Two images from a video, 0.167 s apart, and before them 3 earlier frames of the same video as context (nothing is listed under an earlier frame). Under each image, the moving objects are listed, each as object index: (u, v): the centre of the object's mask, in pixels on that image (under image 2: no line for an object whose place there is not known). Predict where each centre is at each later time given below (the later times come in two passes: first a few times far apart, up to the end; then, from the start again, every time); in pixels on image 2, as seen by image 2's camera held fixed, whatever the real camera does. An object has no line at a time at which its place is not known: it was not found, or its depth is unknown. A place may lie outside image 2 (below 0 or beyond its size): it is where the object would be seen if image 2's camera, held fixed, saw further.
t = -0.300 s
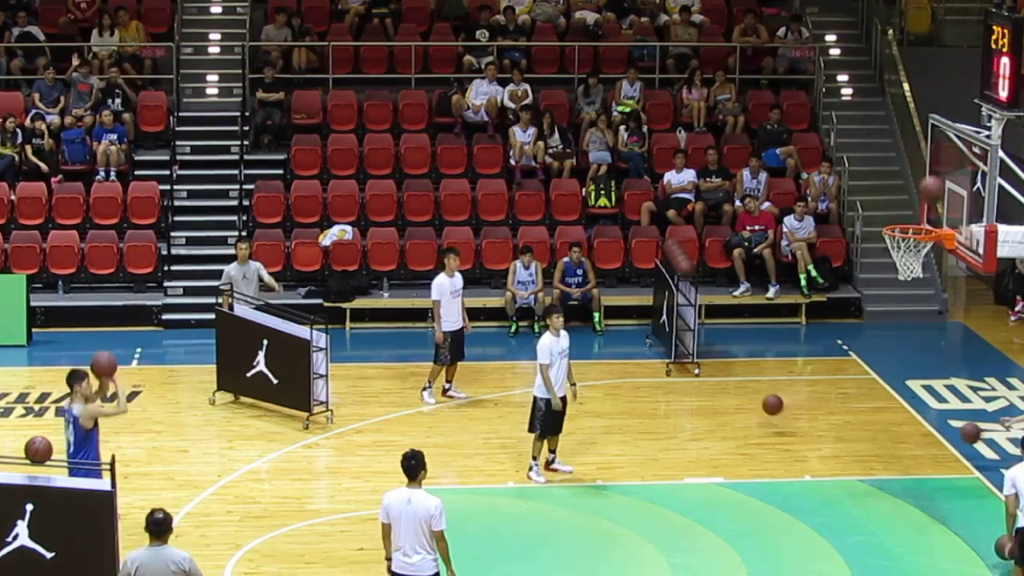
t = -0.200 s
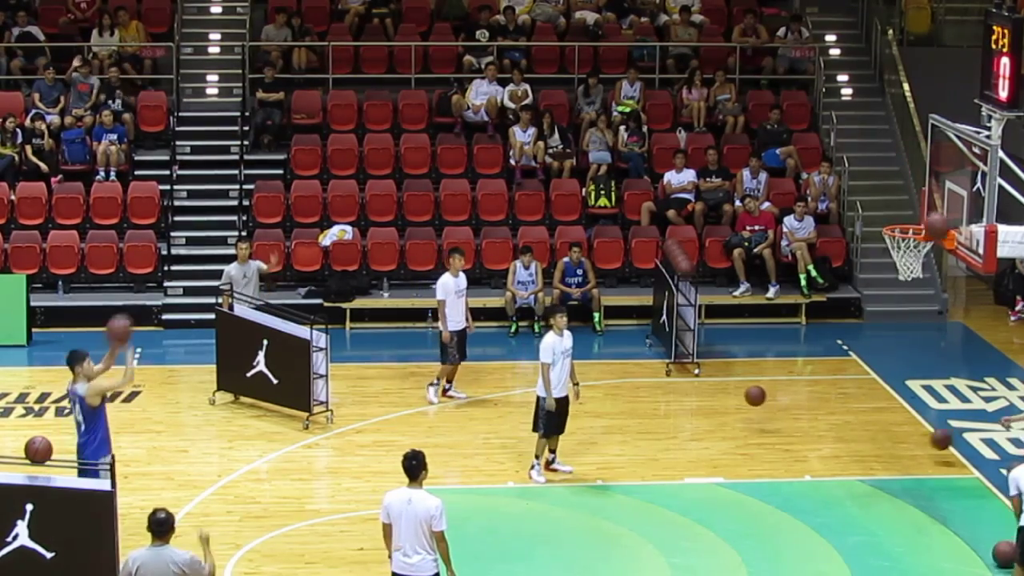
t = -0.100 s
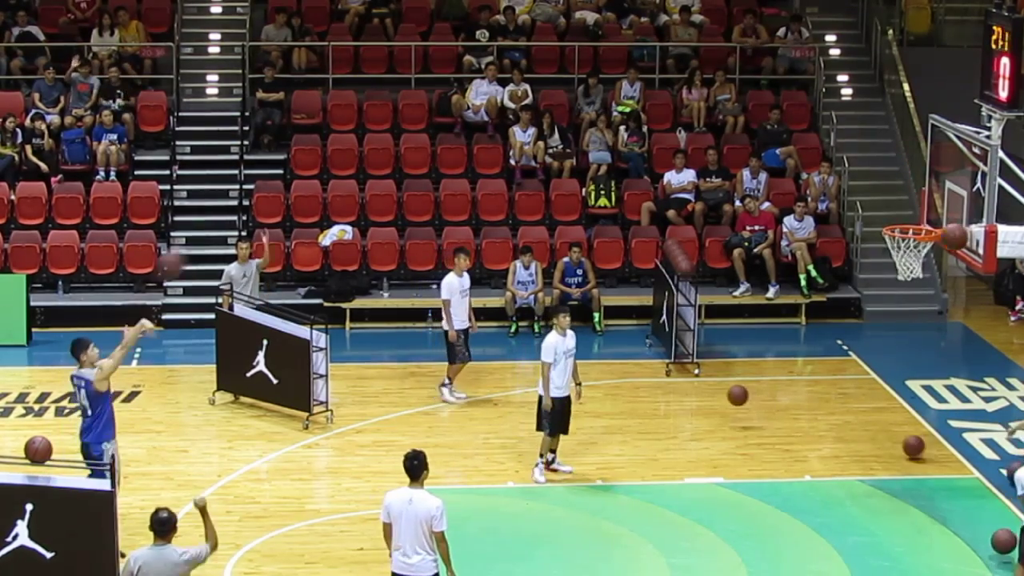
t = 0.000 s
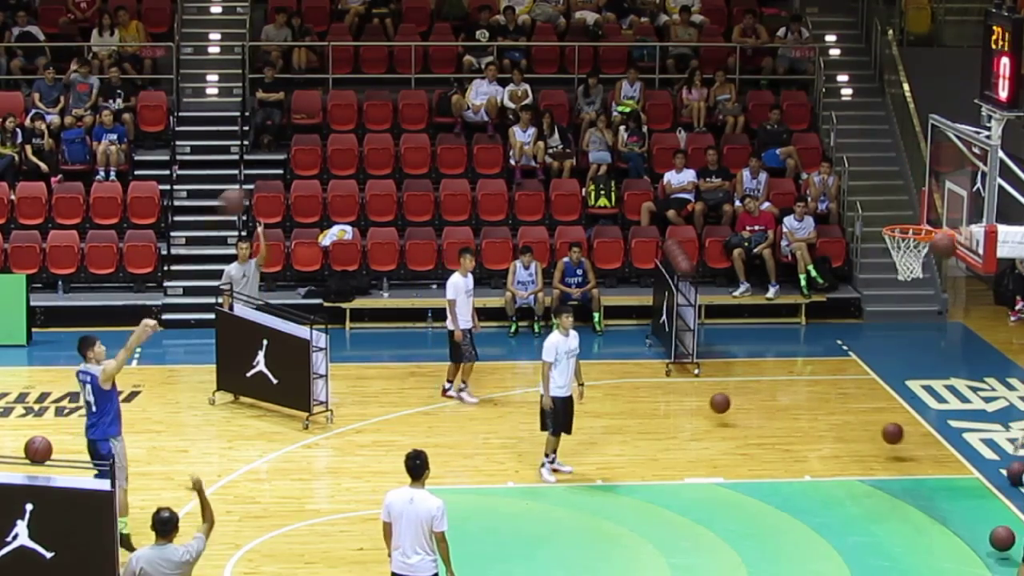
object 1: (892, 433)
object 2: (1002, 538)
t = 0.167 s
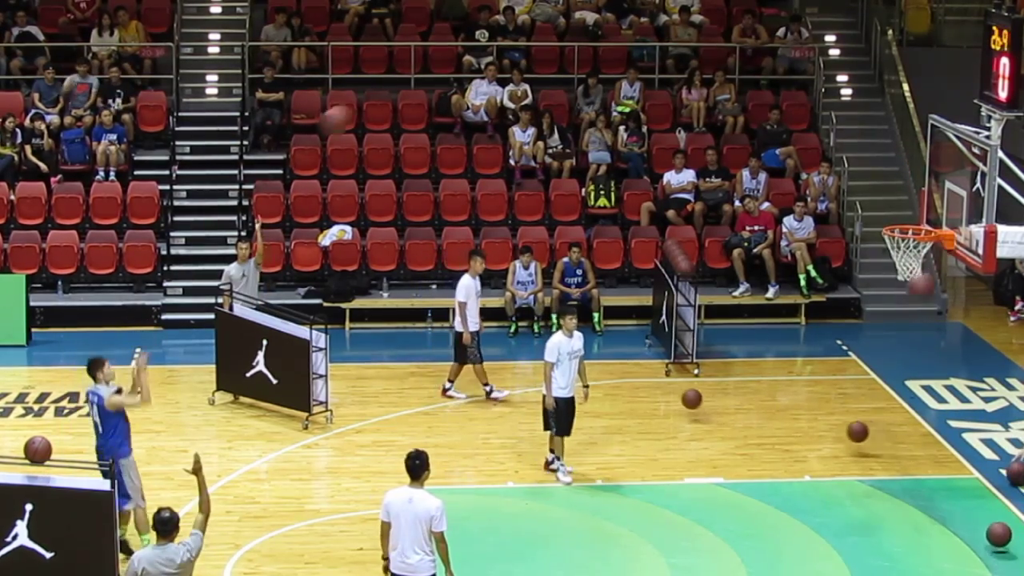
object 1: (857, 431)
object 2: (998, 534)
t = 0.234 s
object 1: (843, 437)
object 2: (997, 532)
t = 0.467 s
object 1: (795, 426)
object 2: (993, 526)
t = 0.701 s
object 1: (747, 424)
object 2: (988, 519)
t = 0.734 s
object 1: (740, 423)
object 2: (988, 518)
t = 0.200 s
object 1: (850, 434)
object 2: (998, 532)
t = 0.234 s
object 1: (843, 437)
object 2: (997, 532)
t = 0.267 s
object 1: (836, 441)
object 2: (997, 532)
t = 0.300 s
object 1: (829, 435)
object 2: (996, 533)
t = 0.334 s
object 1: (822, 432)
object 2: (996, 533)
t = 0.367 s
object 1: (815, 429)
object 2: (995, 530)
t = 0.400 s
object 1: (808, 427)
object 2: (994, 527)
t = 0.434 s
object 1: (802, 426)
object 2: (994, 526)
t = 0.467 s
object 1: (795, 426)
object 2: (993, 526)
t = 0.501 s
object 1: (788, 427)
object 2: (992, 527)
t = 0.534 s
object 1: (781, 429)
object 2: (991, 525)
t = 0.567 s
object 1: (774, 433)
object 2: (991, 523)
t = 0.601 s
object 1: (767, 433)
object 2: (990, 521)
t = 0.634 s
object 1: (760, 429)
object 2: (990, 521)
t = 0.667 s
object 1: (754, 426)
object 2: (989, 521)
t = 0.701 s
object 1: (747, 424)
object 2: (988, 519)
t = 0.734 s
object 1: (740, 423)
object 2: (988, 518)
